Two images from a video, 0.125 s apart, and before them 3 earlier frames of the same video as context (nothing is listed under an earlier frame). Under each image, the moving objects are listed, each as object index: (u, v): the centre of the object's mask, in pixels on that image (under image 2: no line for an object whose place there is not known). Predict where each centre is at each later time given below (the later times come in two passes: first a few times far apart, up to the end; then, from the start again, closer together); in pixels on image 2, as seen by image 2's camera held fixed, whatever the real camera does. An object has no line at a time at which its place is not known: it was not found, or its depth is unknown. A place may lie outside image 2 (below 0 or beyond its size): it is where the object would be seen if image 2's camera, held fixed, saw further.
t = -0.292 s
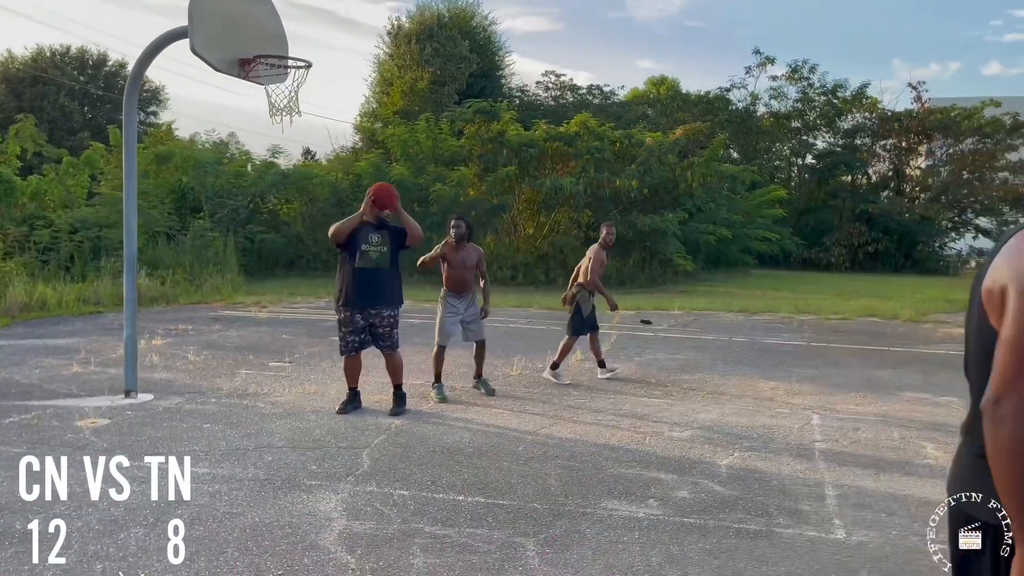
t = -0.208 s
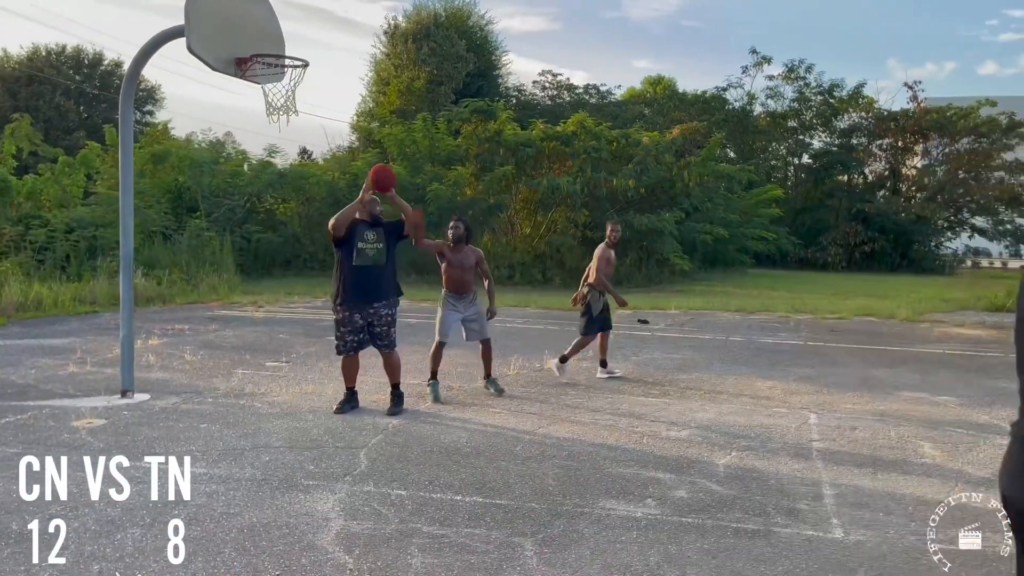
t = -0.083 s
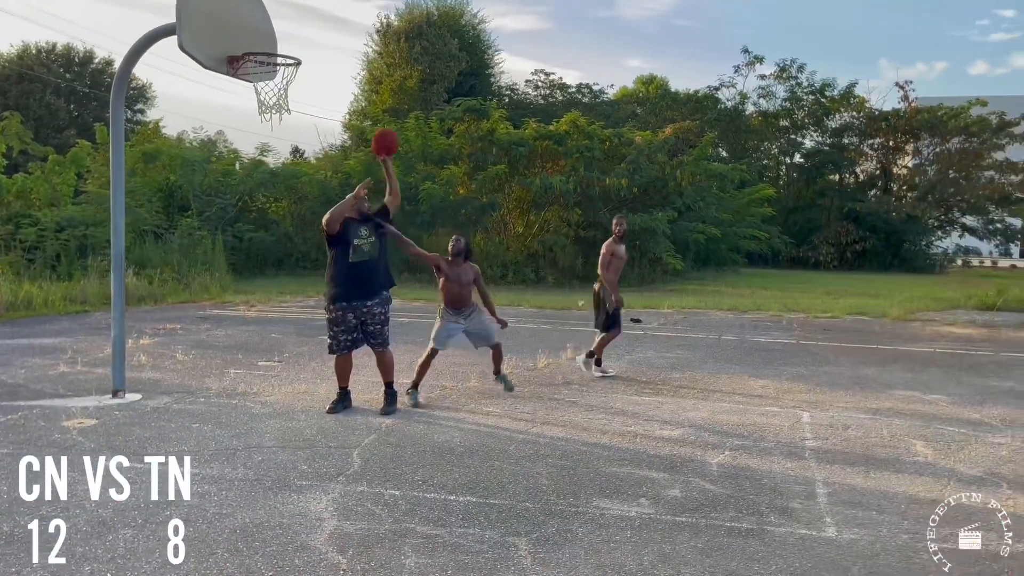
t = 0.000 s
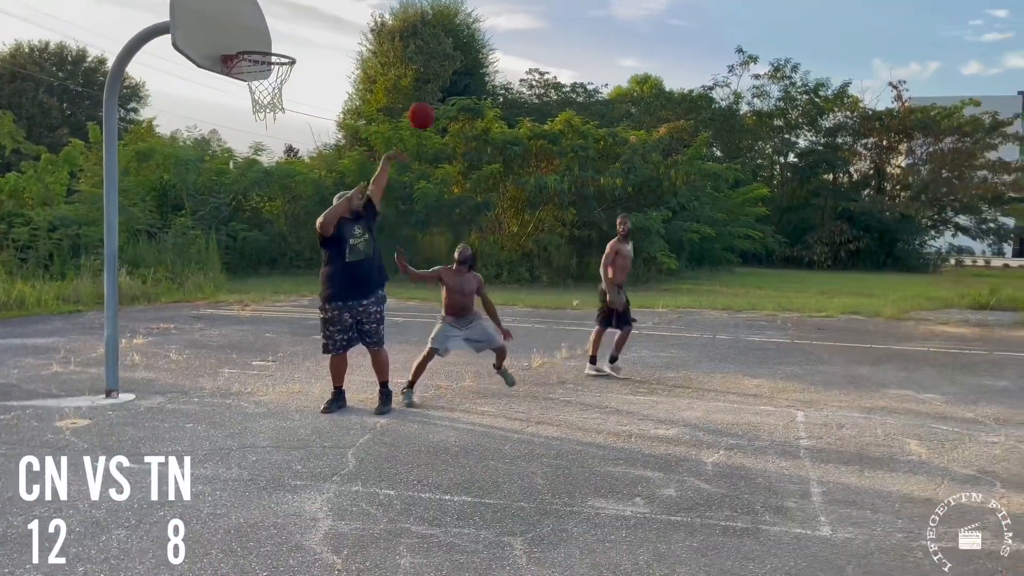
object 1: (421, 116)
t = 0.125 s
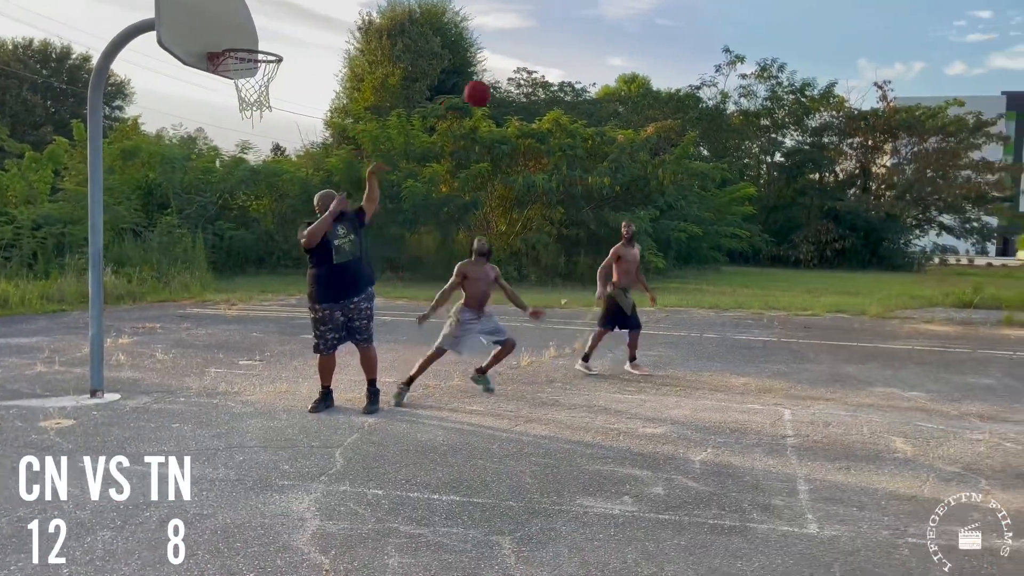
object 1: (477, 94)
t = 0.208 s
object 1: (521, 90)
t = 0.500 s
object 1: (654, 132)
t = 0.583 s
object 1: (688, 158)
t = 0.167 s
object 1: (499, 91)
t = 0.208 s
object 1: (521, 90)
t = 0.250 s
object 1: (542, 90)
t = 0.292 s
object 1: (561, 93)
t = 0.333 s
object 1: (581, 97)
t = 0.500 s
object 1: (654, 132)
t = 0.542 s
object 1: (671, 144)
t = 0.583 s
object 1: (688, 158)
